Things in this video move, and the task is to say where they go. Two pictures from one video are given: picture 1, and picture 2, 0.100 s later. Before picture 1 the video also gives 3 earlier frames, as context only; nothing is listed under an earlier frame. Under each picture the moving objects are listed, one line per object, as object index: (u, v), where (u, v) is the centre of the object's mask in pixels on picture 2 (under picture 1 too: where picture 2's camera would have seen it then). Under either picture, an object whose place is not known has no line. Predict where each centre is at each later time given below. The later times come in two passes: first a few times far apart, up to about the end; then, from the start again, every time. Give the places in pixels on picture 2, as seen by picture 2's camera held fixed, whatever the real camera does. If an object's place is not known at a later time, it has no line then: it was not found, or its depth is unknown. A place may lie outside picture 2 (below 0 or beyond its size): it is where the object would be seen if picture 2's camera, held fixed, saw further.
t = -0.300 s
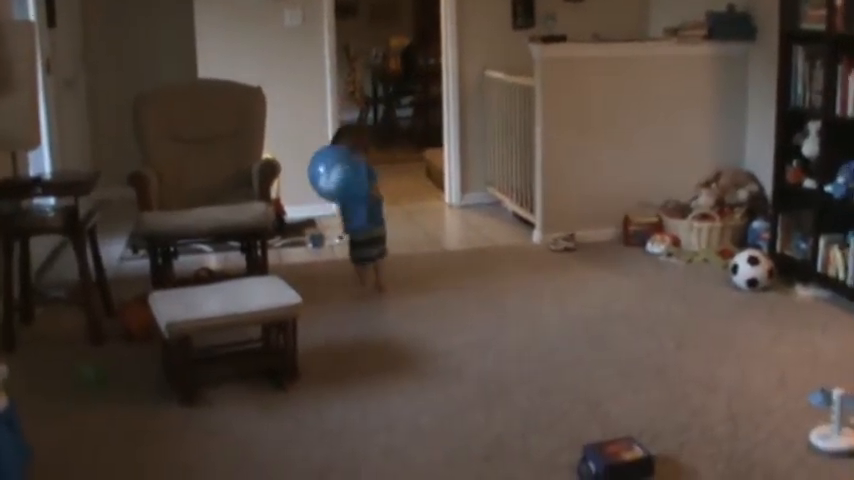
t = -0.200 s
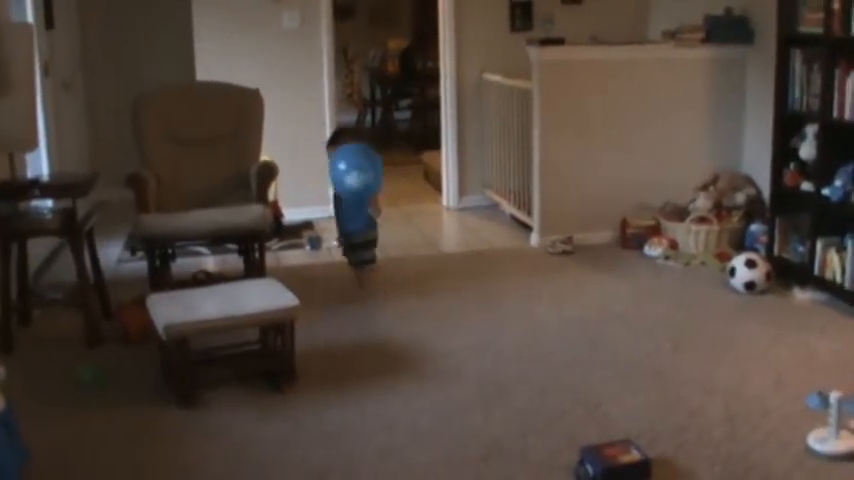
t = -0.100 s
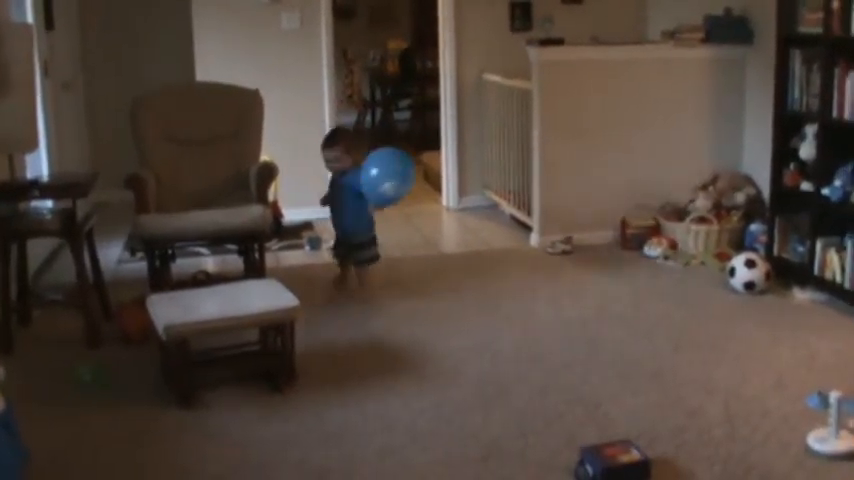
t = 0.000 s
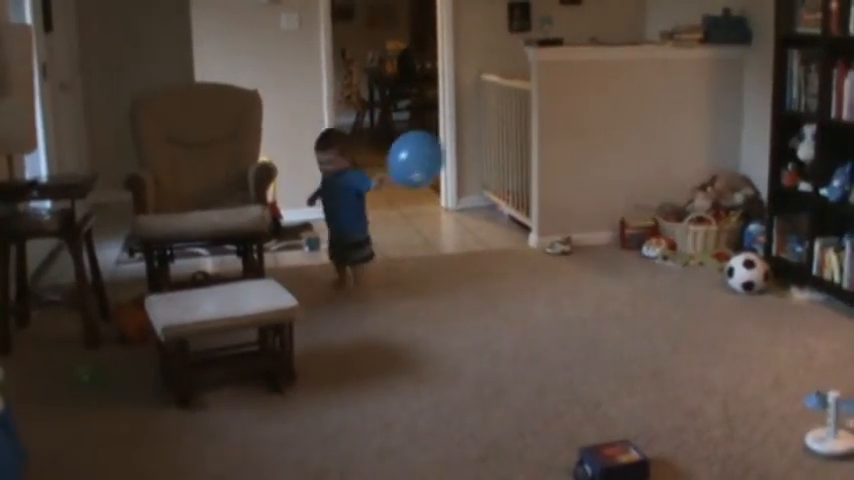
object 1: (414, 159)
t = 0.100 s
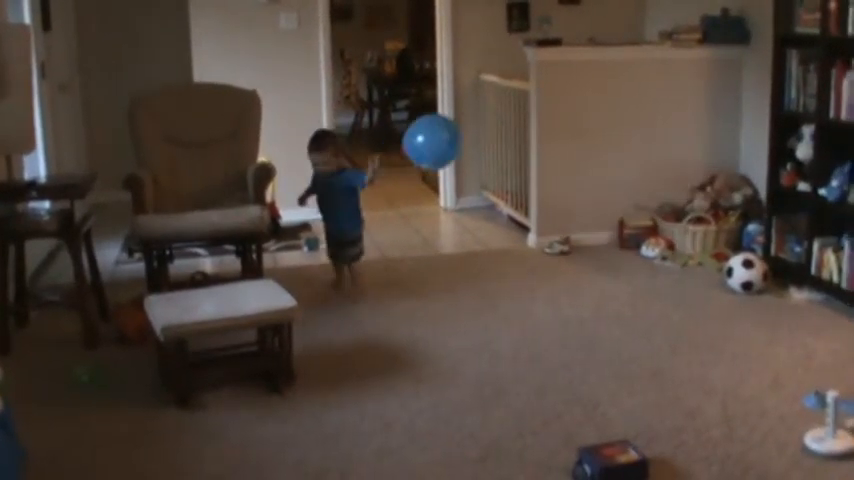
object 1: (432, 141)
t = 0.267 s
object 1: (424, 118)
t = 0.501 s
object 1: (400, 84)
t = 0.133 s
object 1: (431, 137)
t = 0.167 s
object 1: (430, 132)
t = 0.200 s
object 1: (429, 127)
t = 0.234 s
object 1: (426, 122)
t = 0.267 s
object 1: (424, 118)
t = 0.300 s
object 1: (420, 114)
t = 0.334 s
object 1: (417, 110)
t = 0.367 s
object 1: (414, 106)
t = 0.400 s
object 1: (411, 100)
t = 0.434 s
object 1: (408, 95)
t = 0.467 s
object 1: (403, 90)
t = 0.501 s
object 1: (400, 84)
